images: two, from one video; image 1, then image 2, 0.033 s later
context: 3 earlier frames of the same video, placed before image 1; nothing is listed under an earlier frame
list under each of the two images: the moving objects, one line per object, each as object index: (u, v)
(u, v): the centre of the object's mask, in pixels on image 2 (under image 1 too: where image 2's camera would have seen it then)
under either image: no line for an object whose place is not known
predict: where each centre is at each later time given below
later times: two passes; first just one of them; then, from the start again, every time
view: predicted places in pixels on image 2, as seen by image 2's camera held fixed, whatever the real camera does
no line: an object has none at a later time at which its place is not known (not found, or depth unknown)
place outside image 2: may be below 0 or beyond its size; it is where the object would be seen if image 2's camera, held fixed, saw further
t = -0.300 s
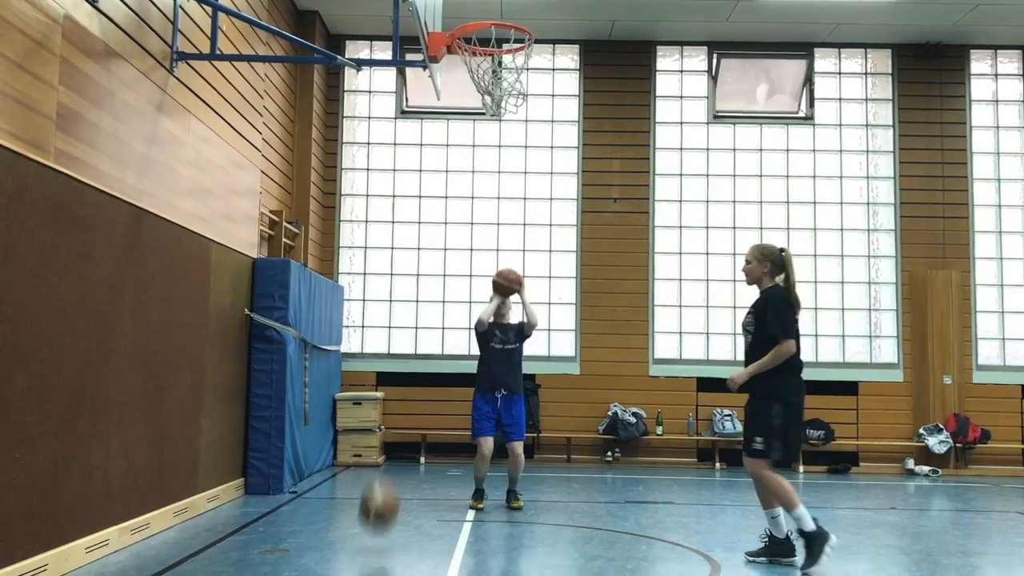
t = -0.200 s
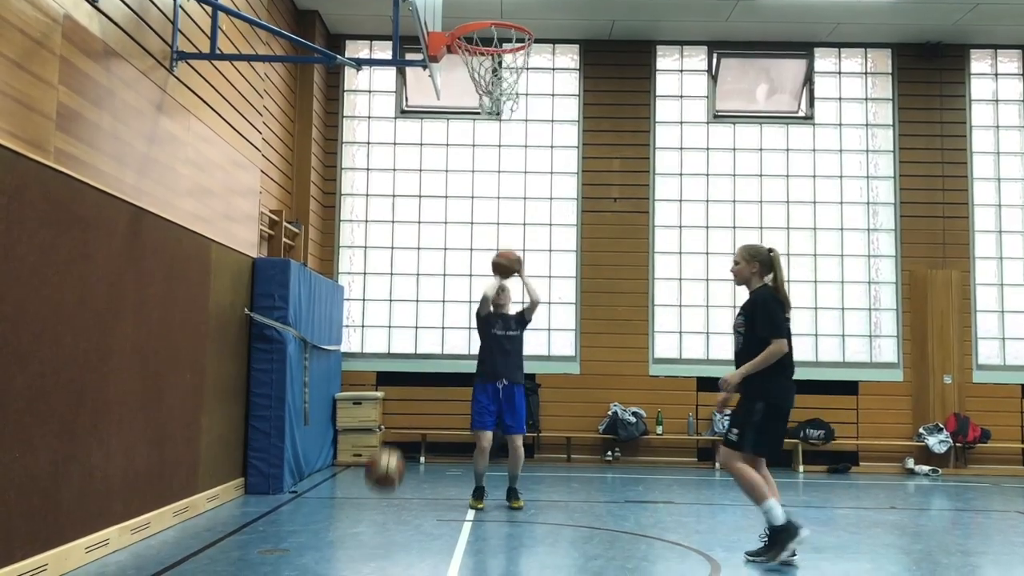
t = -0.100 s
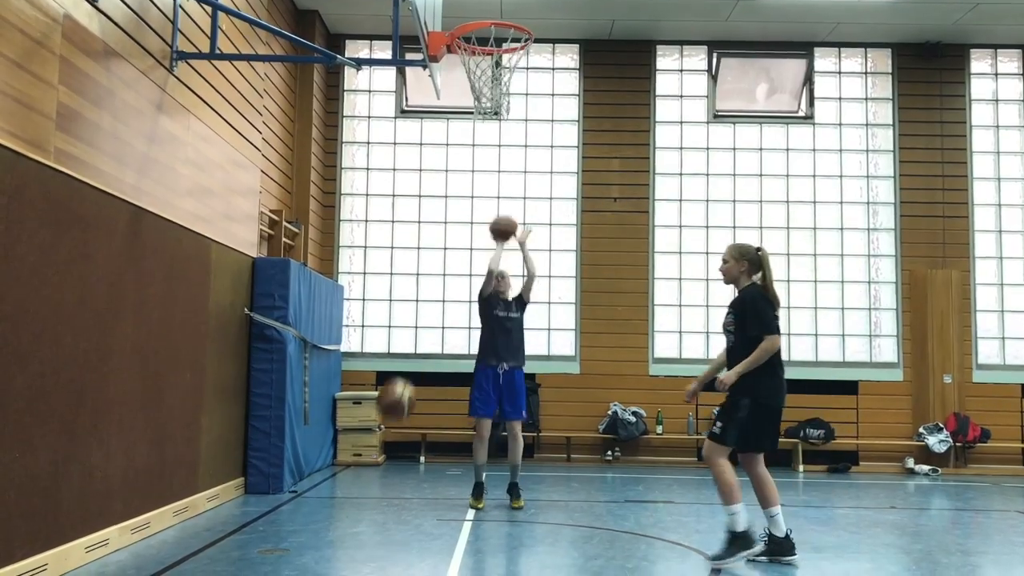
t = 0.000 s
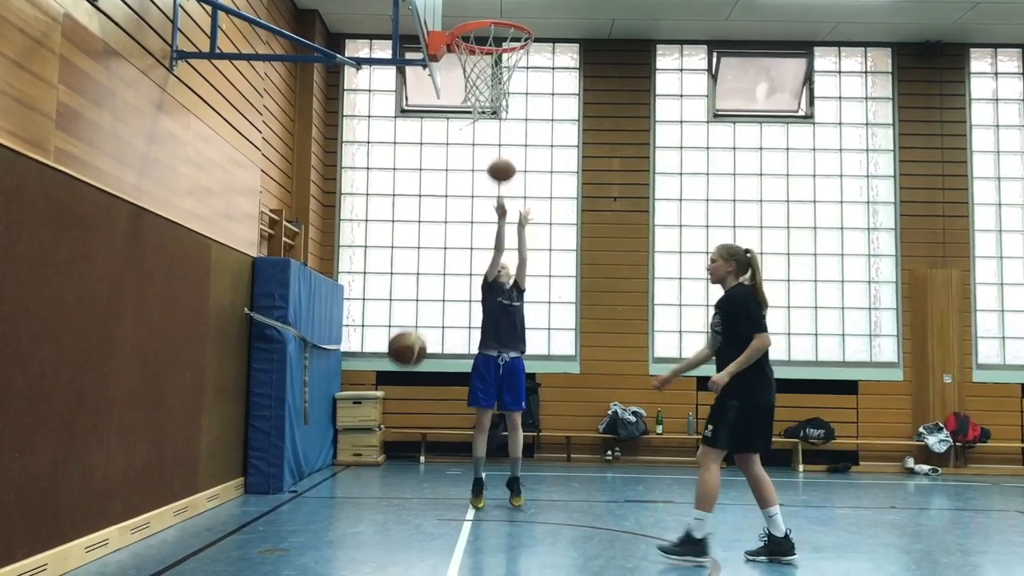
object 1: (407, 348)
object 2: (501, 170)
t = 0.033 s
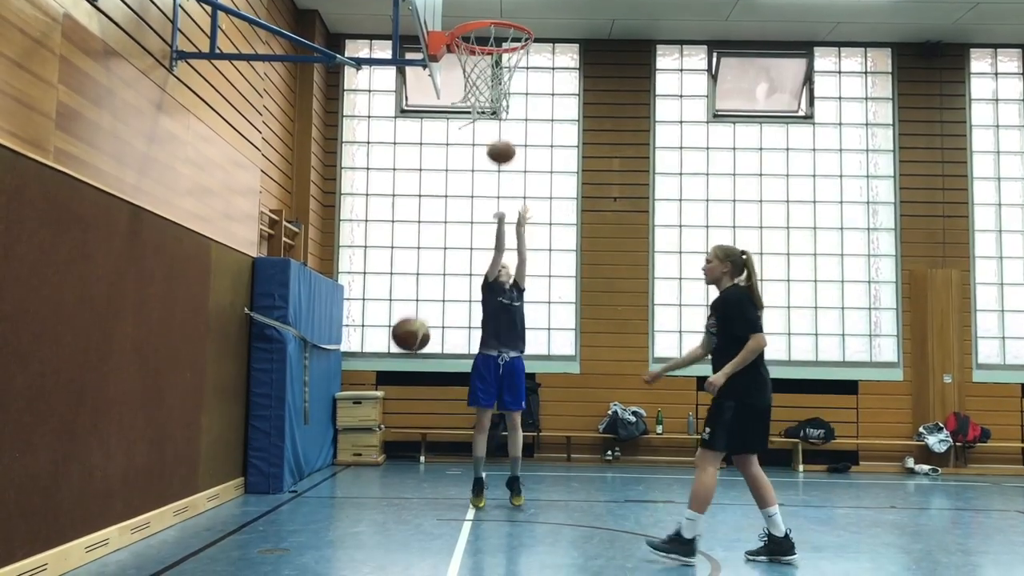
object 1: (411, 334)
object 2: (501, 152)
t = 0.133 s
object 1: (421, 305)
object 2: (501, 105)
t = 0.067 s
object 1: (414, 323)
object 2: (501, 134)
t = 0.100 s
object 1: (418, 313)
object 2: (502, 120)
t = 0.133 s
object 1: (421, 305)
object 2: (501, 105)
